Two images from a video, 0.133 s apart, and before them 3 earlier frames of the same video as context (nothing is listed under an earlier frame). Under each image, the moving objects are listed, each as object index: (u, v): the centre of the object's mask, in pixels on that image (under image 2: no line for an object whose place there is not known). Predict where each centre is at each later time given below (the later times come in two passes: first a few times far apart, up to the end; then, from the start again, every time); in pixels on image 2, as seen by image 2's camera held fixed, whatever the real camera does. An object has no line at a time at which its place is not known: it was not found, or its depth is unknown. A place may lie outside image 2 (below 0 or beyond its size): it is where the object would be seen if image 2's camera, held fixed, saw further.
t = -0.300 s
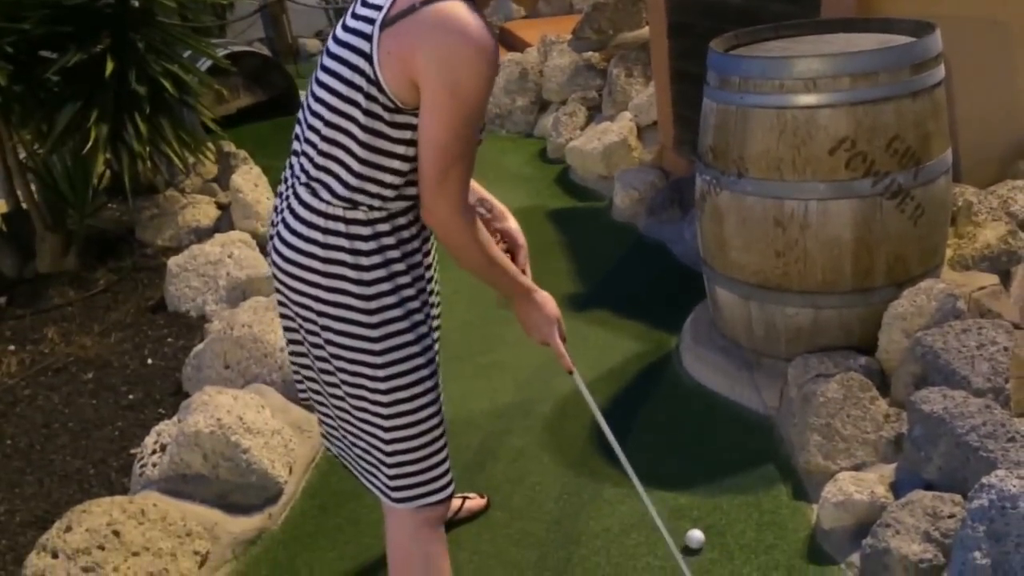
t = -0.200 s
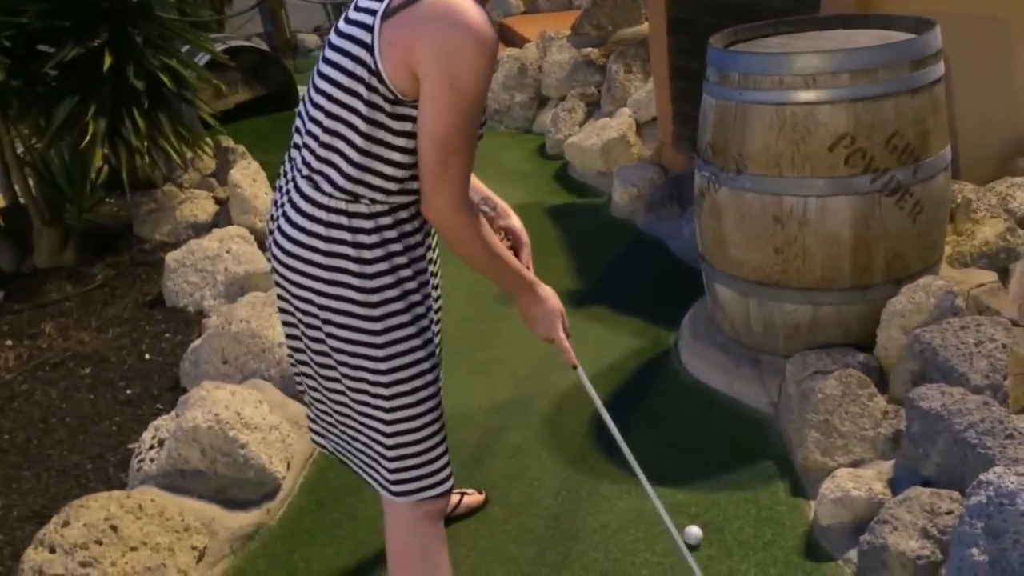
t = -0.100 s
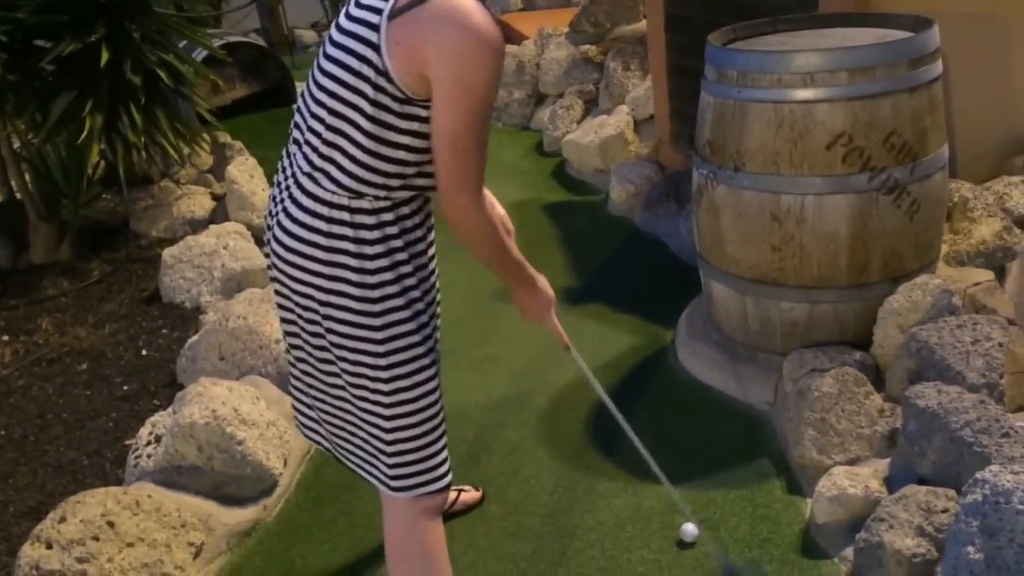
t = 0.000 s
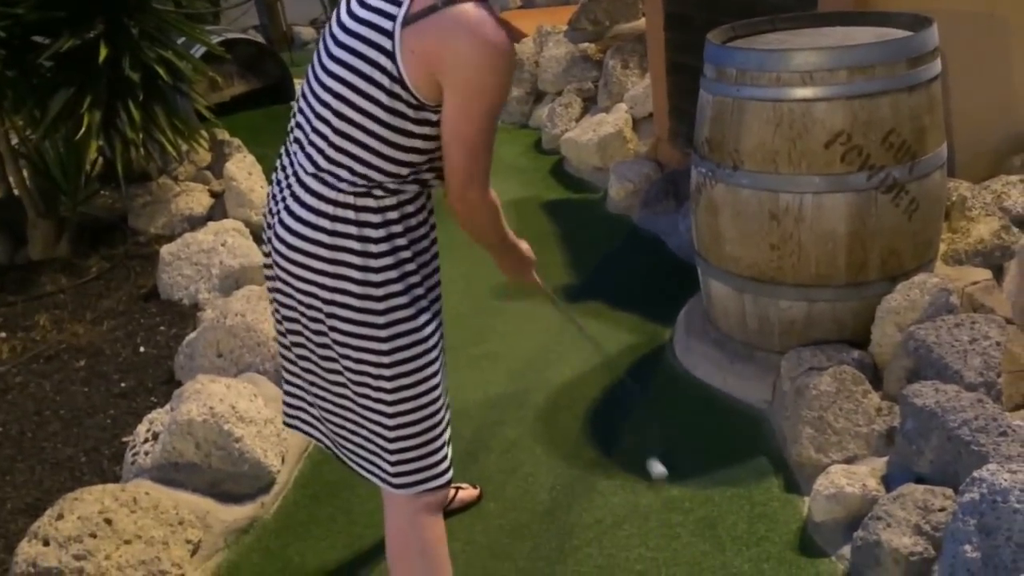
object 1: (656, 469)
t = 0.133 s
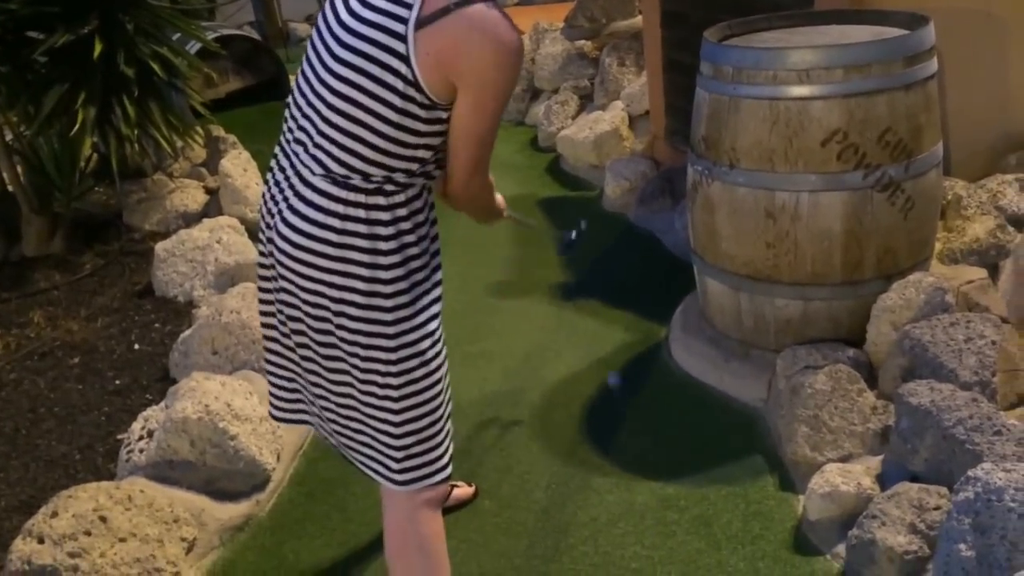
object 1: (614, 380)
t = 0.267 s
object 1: (589, 316)
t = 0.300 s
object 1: (584, 302)
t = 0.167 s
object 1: (607, 361)
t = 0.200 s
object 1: (601, 345)
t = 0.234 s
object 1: (595, 331)
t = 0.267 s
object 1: (589, 316)
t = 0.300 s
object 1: (584, 302)
